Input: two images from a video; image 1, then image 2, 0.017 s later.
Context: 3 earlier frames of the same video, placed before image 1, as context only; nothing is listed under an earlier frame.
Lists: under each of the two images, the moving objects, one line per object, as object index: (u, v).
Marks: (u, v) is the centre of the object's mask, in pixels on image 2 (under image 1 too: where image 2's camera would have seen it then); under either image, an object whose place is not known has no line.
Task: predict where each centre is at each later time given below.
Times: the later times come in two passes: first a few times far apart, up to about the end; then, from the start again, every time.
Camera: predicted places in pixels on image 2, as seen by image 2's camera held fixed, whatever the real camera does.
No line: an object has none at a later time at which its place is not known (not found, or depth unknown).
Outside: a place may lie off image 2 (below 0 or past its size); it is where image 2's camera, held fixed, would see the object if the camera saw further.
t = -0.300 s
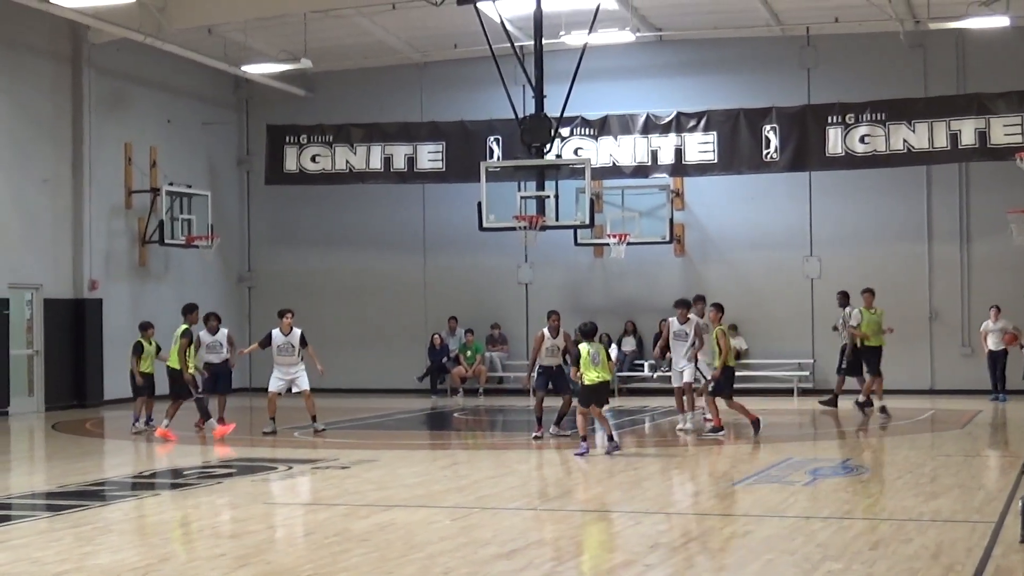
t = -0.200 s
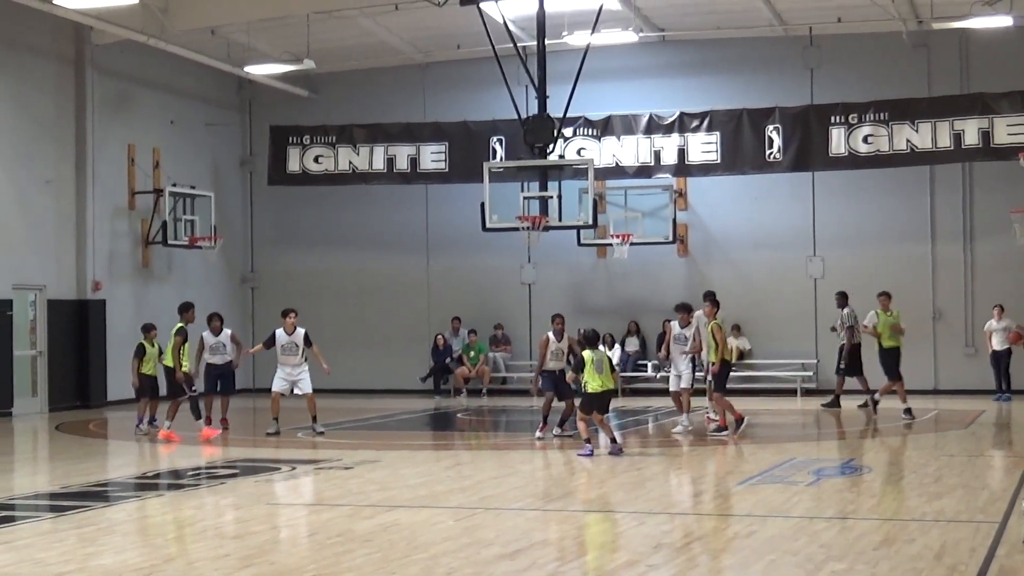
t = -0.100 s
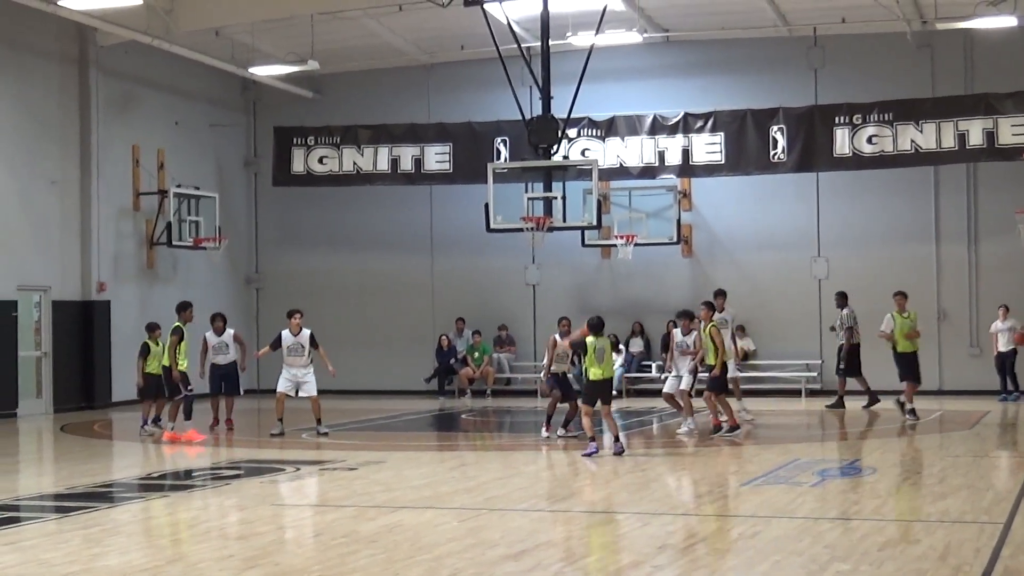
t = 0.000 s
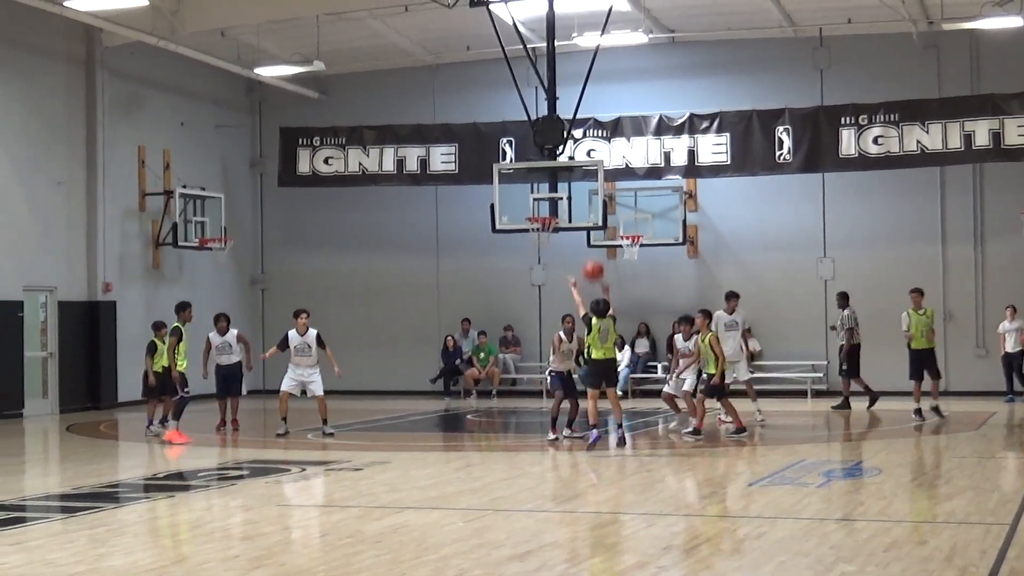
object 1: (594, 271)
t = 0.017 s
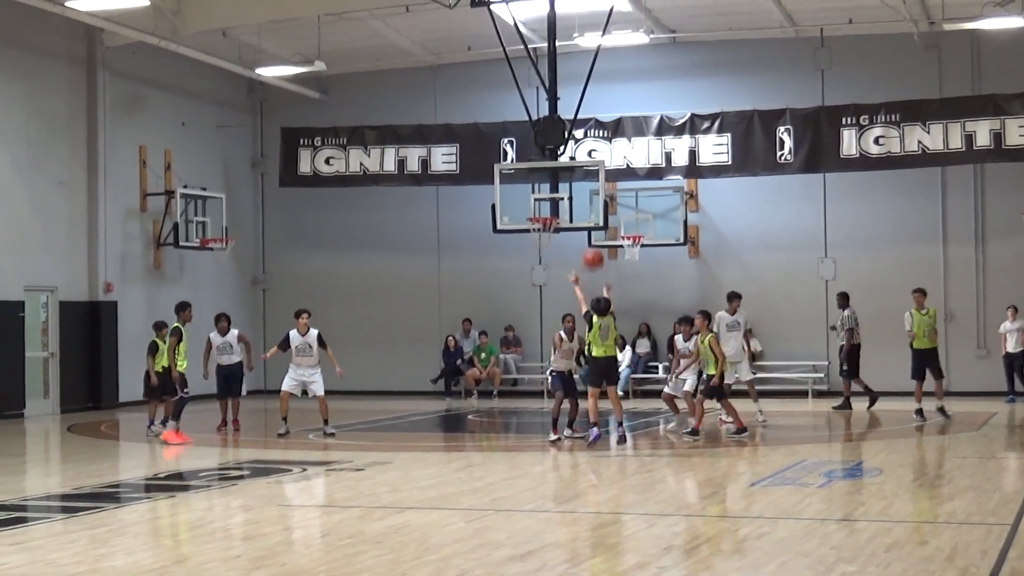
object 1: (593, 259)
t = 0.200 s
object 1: (583, 148)
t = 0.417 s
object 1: (571, 65)
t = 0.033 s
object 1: (592, 247)
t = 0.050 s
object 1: (591, 236)
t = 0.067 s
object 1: (589, 224)
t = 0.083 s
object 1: (589, 213)
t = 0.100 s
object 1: (588, 204)
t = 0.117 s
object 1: (587, 194)
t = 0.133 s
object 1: (585, 183)
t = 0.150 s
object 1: (583, 174)
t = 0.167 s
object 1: (584, 167)
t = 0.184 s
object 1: (583, 157)
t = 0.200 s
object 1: (583, 148)
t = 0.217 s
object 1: (580, 139)
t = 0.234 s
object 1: (580, 131)
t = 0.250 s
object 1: (580, 124)
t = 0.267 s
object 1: (579, 118)
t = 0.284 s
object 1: (578, 112)
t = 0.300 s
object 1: (577, 104)
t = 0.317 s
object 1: (576, 98)
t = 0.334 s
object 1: (576, 92)
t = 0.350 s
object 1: (575, 86)
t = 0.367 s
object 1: (574, 80)
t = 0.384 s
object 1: (573, 75)
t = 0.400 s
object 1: (572, 70)
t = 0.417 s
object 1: (571, 65)
